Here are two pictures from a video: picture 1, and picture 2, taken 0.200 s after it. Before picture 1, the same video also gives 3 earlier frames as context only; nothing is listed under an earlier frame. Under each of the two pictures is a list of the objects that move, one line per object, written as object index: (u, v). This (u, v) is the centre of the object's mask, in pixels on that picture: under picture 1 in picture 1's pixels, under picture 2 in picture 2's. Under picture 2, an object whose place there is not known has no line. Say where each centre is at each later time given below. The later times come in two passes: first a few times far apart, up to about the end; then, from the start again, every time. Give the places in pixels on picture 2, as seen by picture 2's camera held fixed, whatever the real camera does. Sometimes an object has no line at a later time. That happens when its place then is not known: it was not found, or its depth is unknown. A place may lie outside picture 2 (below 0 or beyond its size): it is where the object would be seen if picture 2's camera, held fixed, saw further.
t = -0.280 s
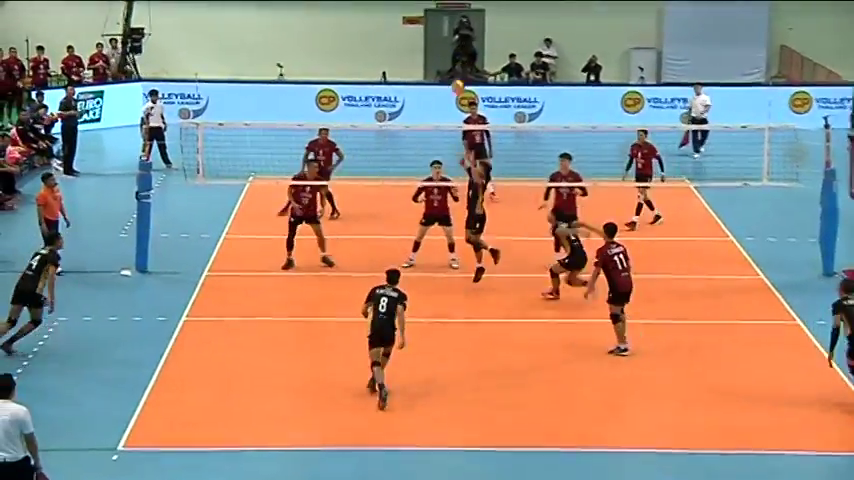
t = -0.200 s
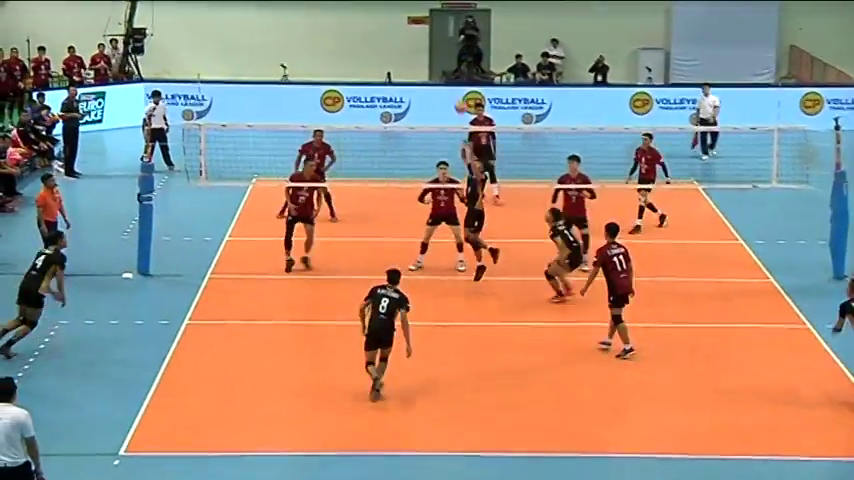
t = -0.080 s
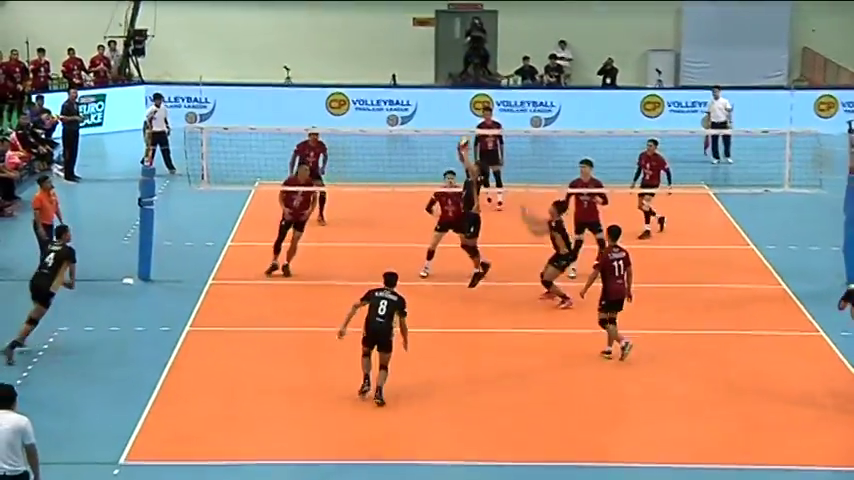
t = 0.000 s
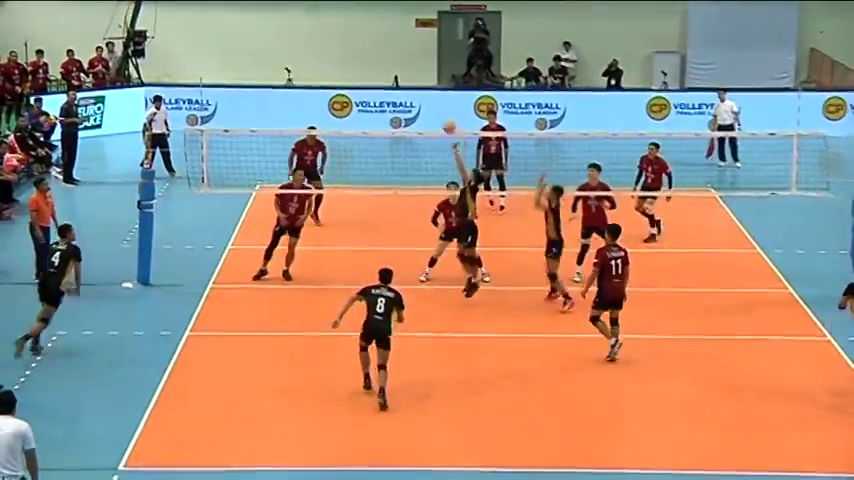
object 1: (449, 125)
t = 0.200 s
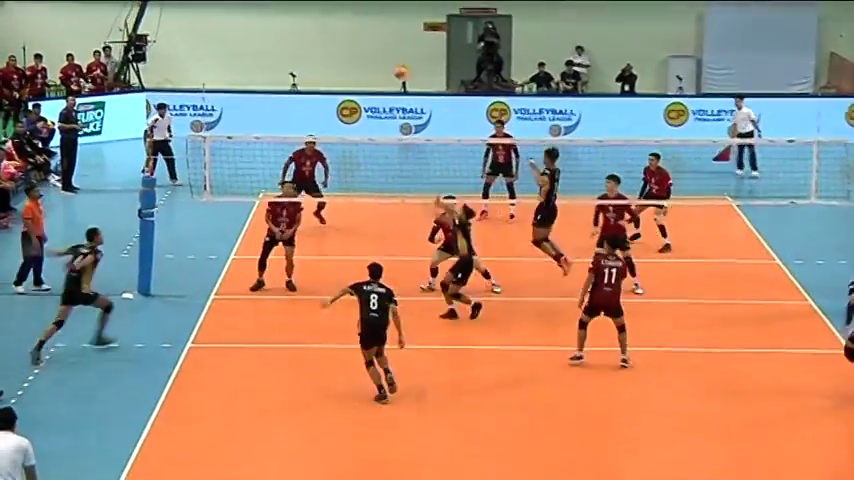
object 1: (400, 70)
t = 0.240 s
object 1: (389, 61)
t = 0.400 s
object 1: (343, 35)
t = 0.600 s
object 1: (287, 31)
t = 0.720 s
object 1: (255, 40)
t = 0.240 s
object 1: (389, 61)
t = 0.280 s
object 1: (378, 52)
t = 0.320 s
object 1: (367, 45)
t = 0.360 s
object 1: (355, 40)
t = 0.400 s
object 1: (343, 35)
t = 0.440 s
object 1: (332, 32)
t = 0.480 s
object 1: (321, 30)
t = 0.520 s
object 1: (311, 29)
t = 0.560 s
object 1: (299, 29)
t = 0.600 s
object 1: (287, 31)
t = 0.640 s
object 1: (275, 34)
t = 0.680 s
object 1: (264, 36)
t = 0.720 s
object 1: (255, 40)
